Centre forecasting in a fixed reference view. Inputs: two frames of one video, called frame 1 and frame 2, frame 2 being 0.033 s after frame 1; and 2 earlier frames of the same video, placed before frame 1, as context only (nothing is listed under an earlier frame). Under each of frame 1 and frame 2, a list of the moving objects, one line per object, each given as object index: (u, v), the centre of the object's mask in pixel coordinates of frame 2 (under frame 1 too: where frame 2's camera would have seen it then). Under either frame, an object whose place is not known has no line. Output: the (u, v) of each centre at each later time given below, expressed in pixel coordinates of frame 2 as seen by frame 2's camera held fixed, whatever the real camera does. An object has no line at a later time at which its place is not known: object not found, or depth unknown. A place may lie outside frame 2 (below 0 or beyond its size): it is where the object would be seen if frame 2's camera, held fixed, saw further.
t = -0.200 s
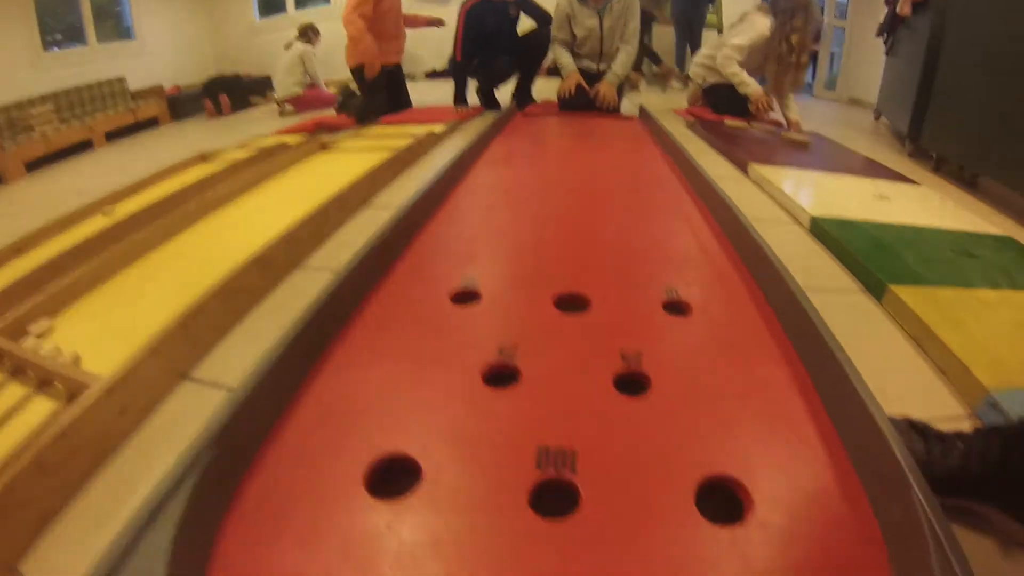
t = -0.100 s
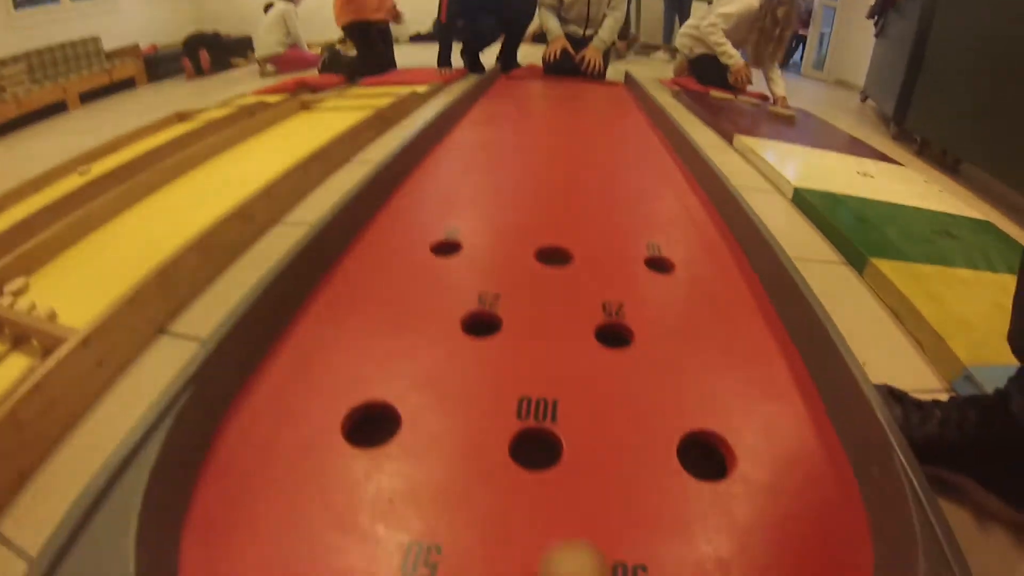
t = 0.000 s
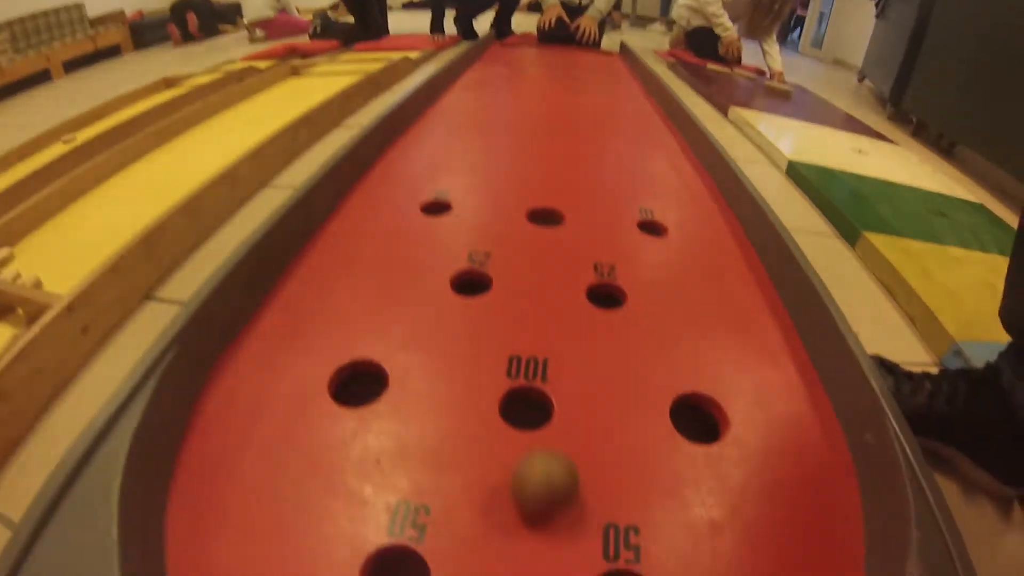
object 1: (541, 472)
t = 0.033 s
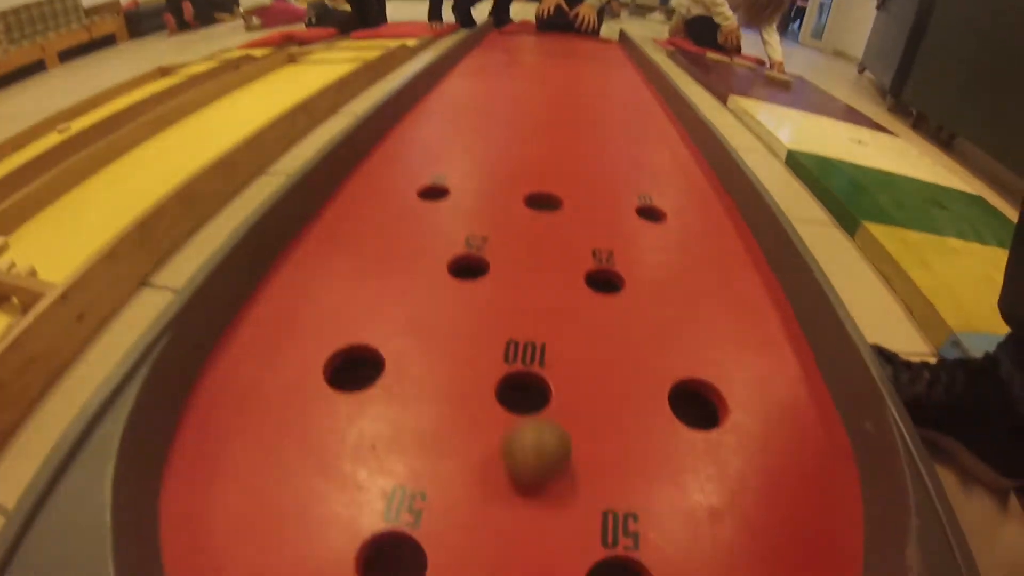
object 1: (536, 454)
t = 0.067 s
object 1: (530, 434)
